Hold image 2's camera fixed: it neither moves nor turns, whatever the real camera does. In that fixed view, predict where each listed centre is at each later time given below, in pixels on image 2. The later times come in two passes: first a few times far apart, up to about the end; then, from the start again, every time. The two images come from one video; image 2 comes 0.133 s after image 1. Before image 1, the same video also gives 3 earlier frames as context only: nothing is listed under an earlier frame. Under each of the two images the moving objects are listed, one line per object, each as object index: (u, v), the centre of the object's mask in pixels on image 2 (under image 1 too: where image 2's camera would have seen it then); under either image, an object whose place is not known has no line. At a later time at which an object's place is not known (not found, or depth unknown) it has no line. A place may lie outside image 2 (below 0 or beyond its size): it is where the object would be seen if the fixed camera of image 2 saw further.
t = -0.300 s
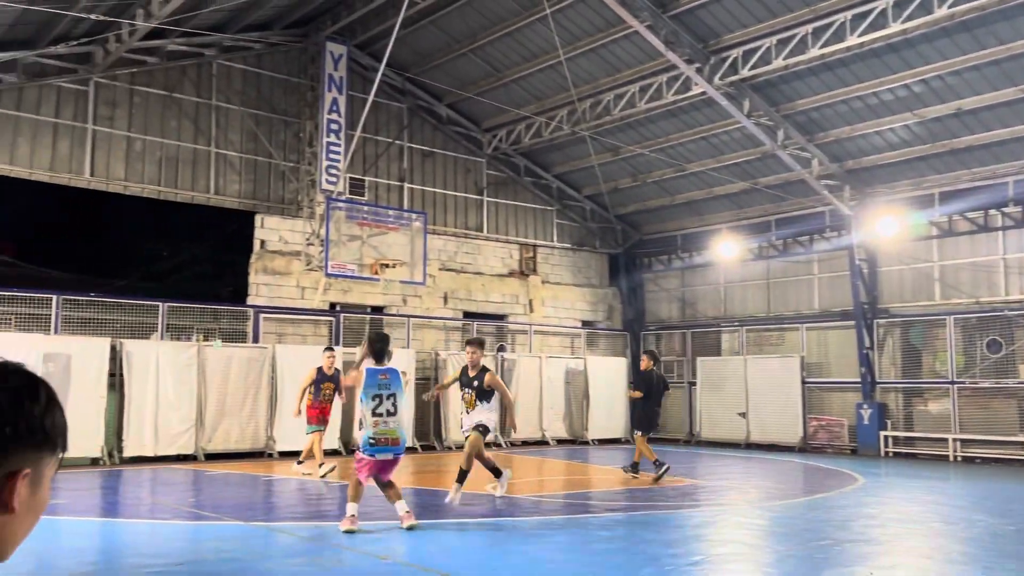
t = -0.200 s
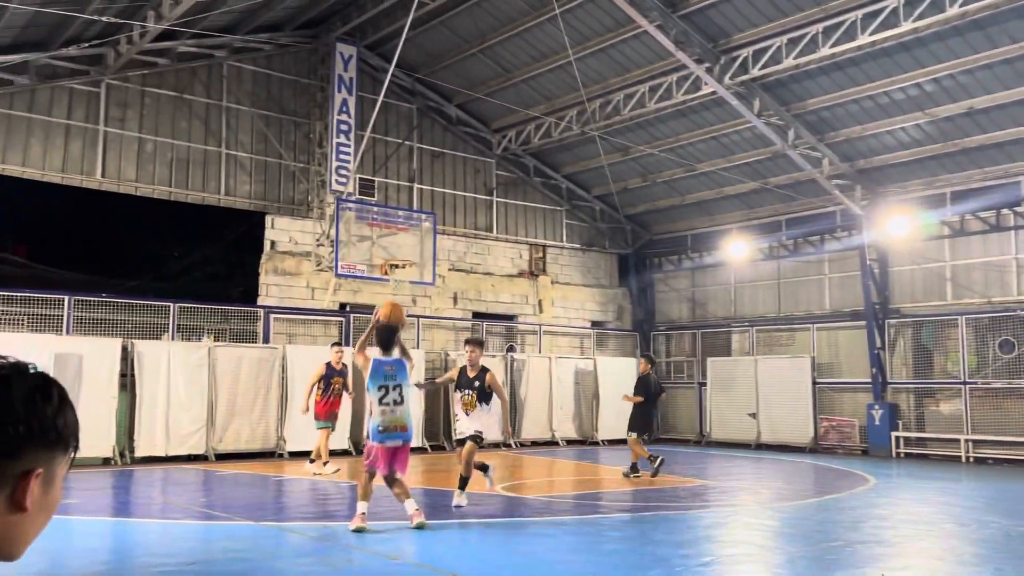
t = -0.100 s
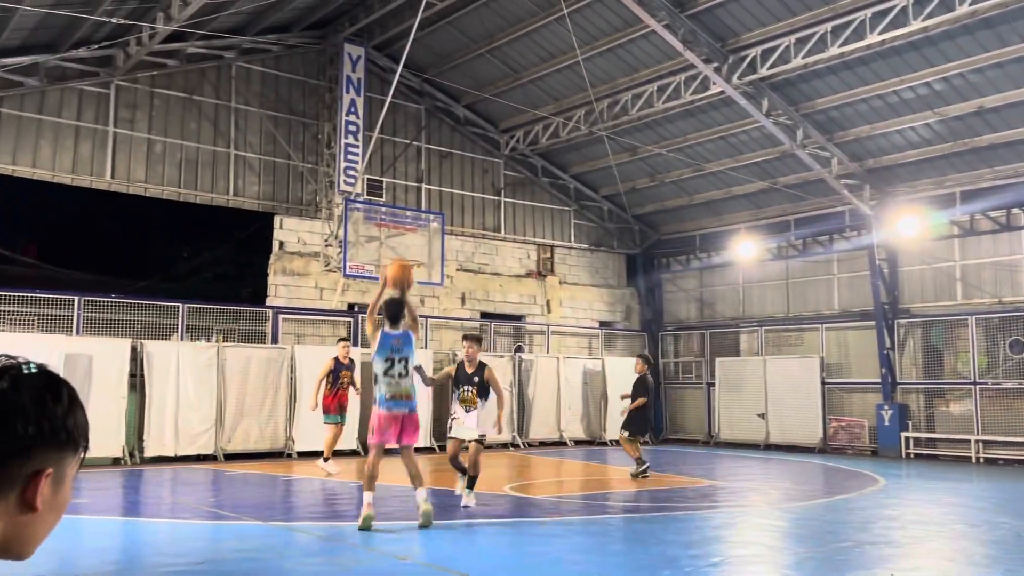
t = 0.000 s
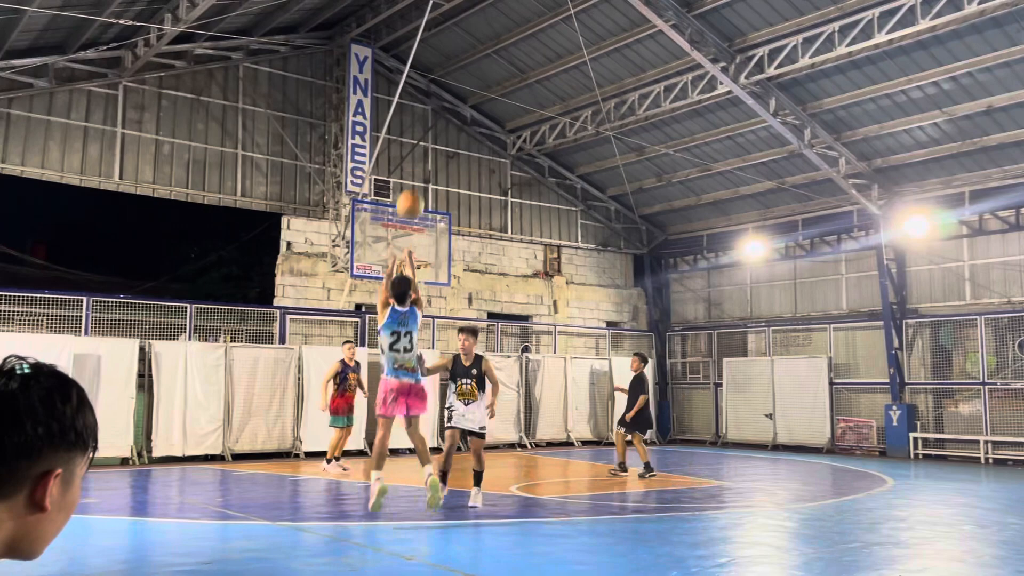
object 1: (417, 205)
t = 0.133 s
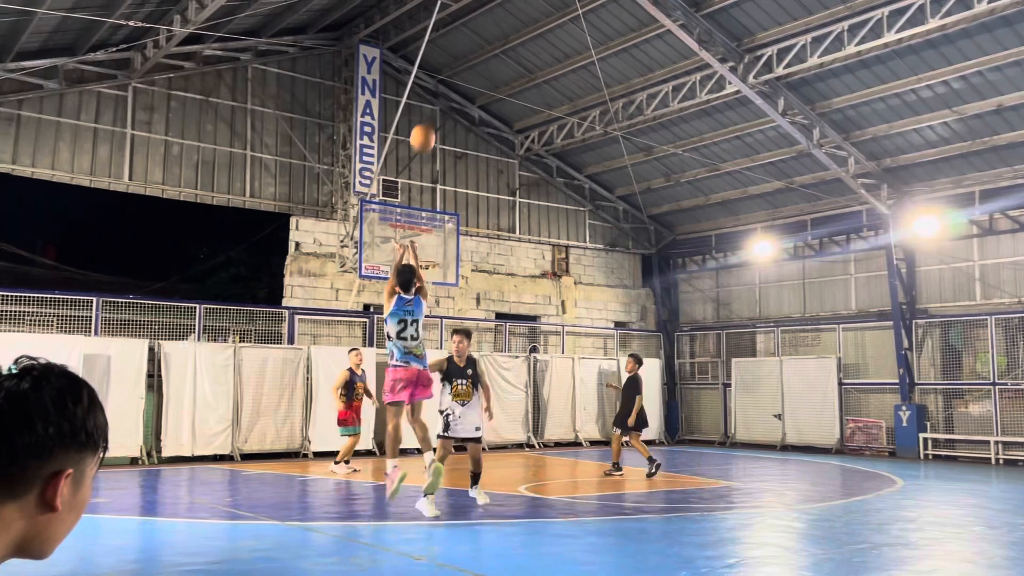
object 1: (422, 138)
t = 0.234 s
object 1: (425, 105)
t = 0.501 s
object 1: (430, 72)
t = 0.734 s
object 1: (433, 90)
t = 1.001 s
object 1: (435, 150)
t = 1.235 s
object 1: (435, 228)
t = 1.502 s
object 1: (417, 234)
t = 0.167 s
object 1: (423, 126)
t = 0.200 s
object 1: (424, 115)
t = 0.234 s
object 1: (425, 105)
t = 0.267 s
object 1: (426, 97)
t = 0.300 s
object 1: (427, 90)
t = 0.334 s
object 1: (427, 85)
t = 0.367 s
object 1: (428, 80)
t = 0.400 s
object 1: (429, 76)
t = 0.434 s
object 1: (429, 74)
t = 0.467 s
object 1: (430, 72)
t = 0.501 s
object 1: (430, 72)
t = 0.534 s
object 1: (430, 72)
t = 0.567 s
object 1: (431, 73)
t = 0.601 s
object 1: (431, 75)
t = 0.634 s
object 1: (432, 78)
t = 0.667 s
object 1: (432, 81)
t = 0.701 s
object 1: (433, 85)
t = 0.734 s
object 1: (433, 90)
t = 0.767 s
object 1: (433, 95)
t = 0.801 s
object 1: (434, 101)
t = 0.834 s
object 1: (434, 108)
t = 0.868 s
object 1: (434, 115)
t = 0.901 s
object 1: (434, 123)
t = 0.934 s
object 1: (435, 131)
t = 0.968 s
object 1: (435, 140)
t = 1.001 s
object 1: (435, 150)
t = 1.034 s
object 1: (436, 159)
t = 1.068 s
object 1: (436, 169)
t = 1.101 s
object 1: (436, 180)
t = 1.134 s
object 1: (435, 191)
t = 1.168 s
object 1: (436, 203)
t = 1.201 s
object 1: (436, 215)
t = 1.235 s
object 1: (435, 228)
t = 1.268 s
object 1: (436, 240)
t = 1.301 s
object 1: (435, 254)
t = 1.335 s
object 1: (433, 256)
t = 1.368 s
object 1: (429, 250)
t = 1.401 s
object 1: (426, 245)
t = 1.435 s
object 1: (424, 241)
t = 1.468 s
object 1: (419, 237)
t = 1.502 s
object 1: (417, 234)
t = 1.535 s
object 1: (417, 231)
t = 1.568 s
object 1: (418, 228)
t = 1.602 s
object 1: (418, 225)
